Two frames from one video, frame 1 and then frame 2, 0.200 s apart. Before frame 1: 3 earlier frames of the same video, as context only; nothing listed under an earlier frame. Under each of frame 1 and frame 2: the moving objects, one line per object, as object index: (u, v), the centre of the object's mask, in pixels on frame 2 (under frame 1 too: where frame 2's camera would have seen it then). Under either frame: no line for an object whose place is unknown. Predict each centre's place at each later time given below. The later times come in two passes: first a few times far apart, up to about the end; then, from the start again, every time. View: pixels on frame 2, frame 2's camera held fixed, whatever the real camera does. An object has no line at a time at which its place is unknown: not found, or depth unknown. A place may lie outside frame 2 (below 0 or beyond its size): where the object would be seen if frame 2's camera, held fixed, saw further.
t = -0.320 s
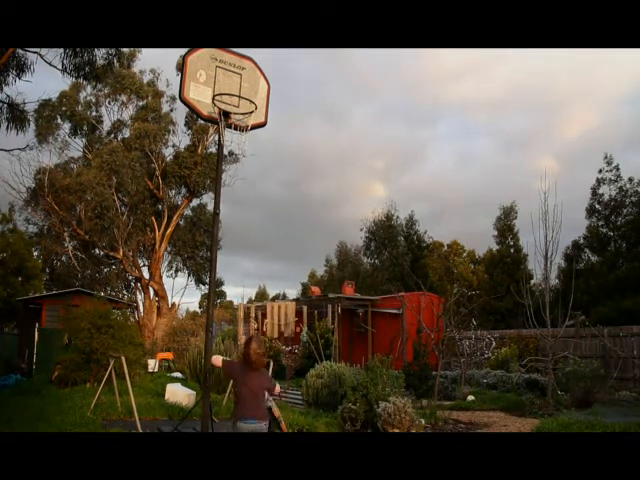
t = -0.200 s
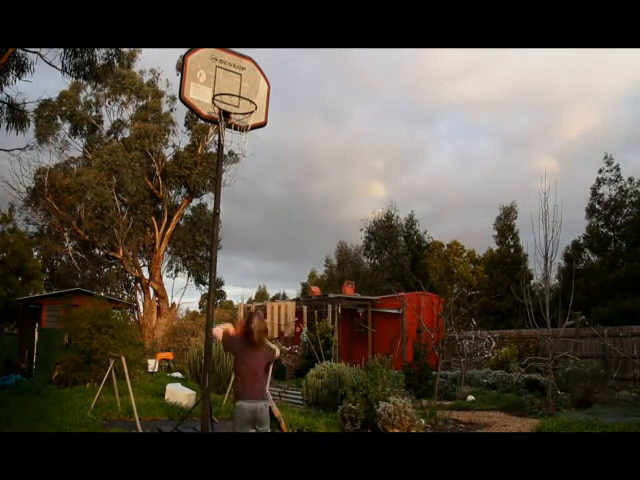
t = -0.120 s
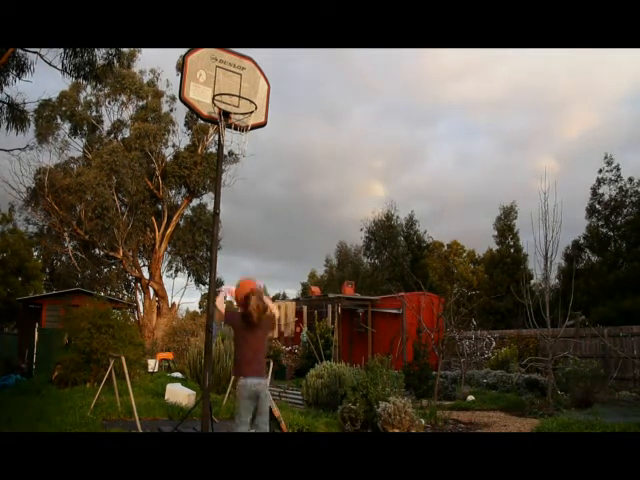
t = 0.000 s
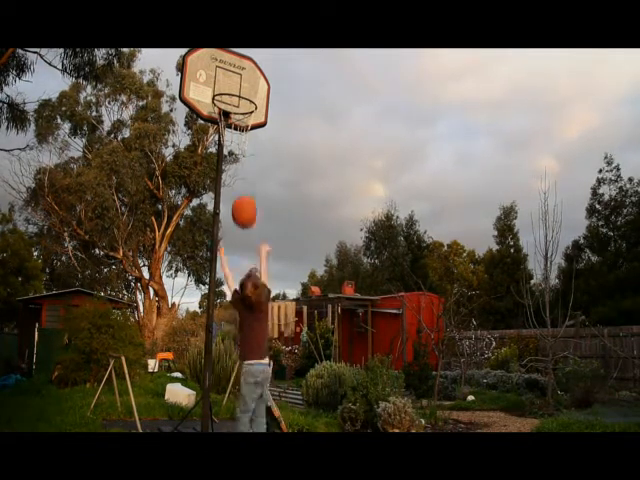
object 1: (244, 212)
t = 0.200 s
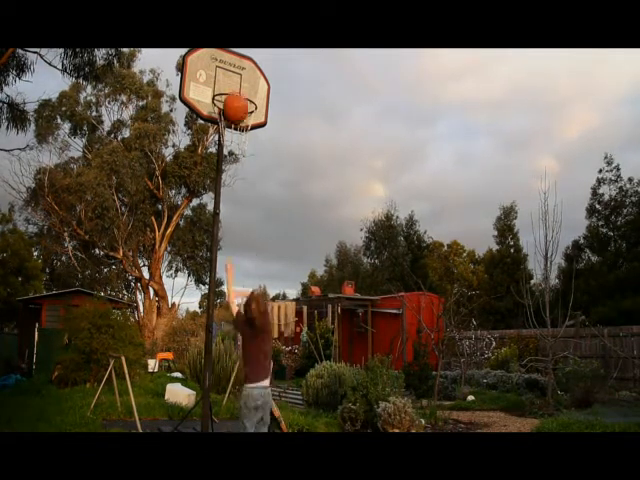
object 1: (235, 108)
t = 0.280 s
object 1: (231, 81)
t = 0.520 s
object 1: (219, 56)
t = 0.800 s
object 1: (201, 111)
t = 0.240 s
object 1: (234, 93)
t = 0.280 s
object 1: (231, 81)
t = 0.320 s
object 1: (229, 71)
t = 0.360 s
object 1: (227, 63)
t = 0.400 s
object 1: (226, 60)
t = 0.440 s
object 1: (223, 58)
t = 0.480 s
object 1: (221, 57)
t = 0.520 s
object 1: (219, 56)
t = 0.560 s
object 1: (217, 57)
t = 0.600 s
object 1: (215, 59)
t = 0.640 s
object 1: (212, 63)
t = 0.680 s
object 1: (209, 72)
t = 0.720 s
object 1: (206, 82)
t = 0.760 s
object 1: (203, 96)
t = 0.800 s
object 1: (201, 111)
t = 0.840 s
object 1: (197, 128)
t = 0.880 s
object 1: (195, 148)
